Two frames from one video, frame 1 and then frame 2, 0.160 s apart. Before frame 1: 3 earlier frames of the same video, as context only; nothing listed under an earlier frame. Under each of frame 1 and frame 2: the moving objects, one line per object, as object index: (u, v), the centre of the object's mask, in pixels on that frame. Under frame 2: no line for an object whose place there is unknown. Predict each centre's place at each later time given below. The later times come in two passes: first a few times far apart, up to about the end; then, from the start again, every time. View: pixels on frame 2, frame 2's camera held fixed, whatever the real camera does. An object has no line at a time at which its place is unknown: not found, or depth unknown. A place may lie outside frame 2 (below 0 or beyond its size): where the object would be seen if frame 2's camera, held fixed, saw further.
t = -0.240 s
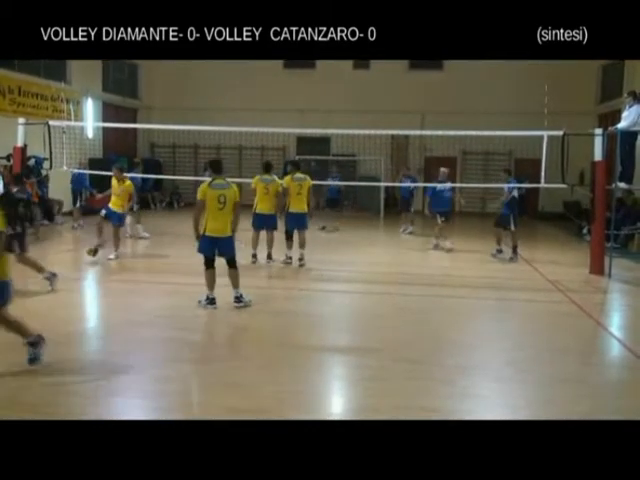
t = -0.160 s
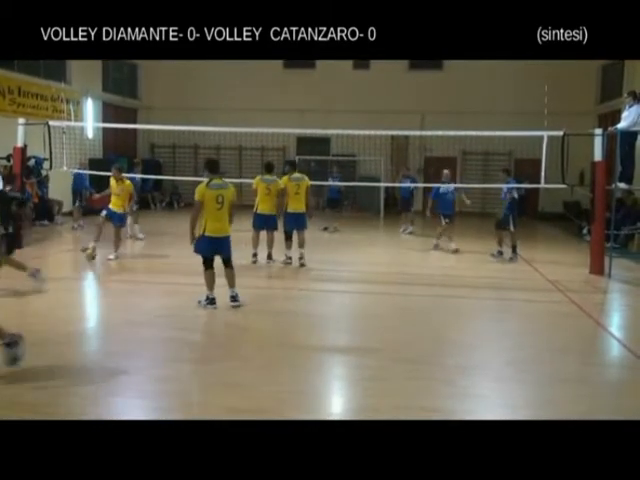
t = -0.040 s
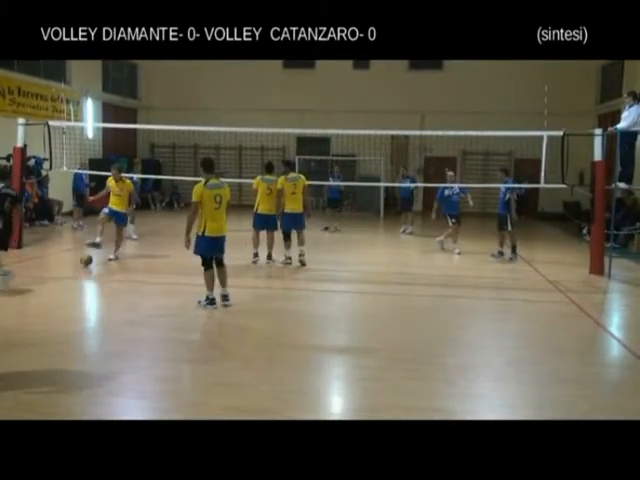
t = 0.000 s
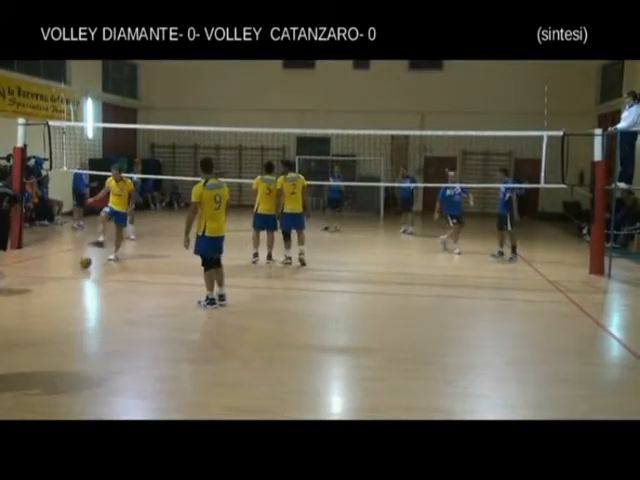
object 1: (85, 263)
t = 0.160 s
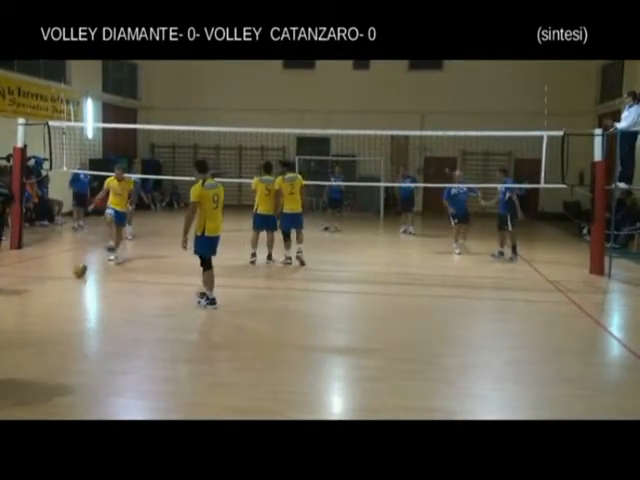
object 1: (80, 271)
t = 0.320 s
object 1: (75, 277)
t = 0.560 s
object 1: (64, 293)
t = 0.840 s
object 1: (51, 314)
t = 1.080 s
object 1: (38, 335)
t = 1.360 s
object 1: (18, 370)
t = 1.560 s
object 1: (6, 401)
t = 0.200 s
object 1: (79, 272)
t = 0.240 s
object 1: (77, 275)
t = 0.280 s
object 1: (76, 276)
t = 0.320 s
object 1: (75, 277)
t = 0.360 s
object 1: (73, 281)
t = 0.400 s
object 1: (71, 284)
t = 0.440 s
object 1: (70, 285)
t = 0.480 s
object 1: (68, 288)
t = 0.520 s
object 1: (67, 291)
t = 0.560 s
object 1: (64, 293)
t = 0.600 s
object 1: (63, 295)
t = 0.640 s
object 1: (62, 298)
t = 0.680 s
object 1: (60, 301)
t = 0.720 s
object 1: (58, 304)
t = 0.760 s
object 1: (56, 307)
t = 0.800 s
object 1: (54, 310)
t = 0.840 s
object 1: (51, 314)
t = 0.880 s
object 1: (50, 316)
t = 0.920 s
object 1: (48, 320)
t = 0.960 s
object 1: (45, 324)
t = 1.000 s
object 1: (43, 328)
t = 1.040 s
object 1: (41, 332)
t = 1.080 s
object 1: (38, 335)
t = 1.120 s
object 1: (36, 340)
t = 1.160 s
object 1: (33, 344)
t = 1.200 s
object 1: (31, 348)
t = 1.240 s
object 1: (28, 354)
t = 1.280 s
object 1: (24, 360)
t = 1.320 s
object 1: (21, 366)
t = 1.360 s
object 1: (18, 370)
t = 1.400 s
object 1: (15, 375)
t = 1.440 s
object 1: (11, 382)
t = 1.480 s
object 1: (9, 389)
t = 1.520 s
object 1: (8, 394)
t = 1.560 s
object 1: (6, 401)
